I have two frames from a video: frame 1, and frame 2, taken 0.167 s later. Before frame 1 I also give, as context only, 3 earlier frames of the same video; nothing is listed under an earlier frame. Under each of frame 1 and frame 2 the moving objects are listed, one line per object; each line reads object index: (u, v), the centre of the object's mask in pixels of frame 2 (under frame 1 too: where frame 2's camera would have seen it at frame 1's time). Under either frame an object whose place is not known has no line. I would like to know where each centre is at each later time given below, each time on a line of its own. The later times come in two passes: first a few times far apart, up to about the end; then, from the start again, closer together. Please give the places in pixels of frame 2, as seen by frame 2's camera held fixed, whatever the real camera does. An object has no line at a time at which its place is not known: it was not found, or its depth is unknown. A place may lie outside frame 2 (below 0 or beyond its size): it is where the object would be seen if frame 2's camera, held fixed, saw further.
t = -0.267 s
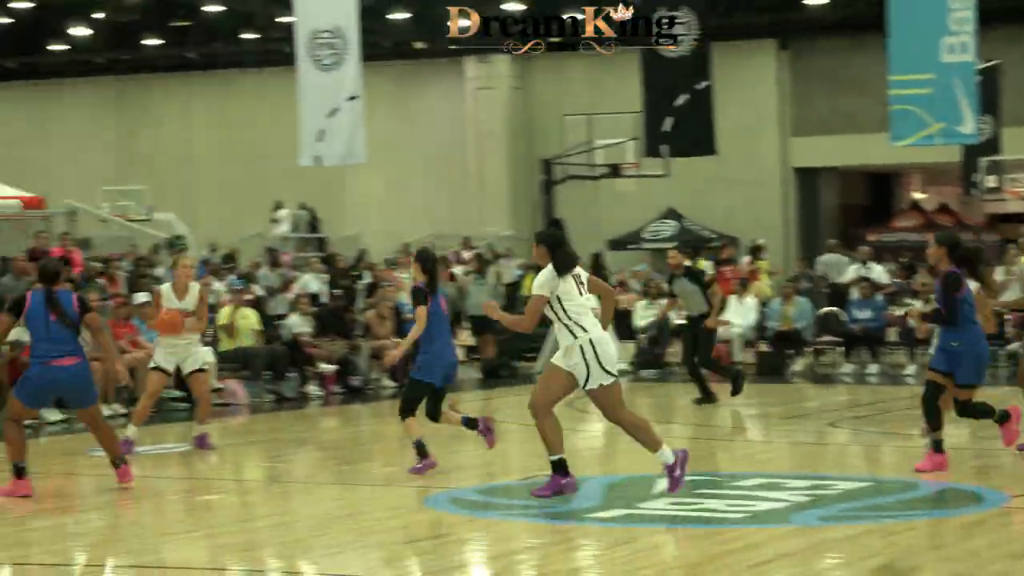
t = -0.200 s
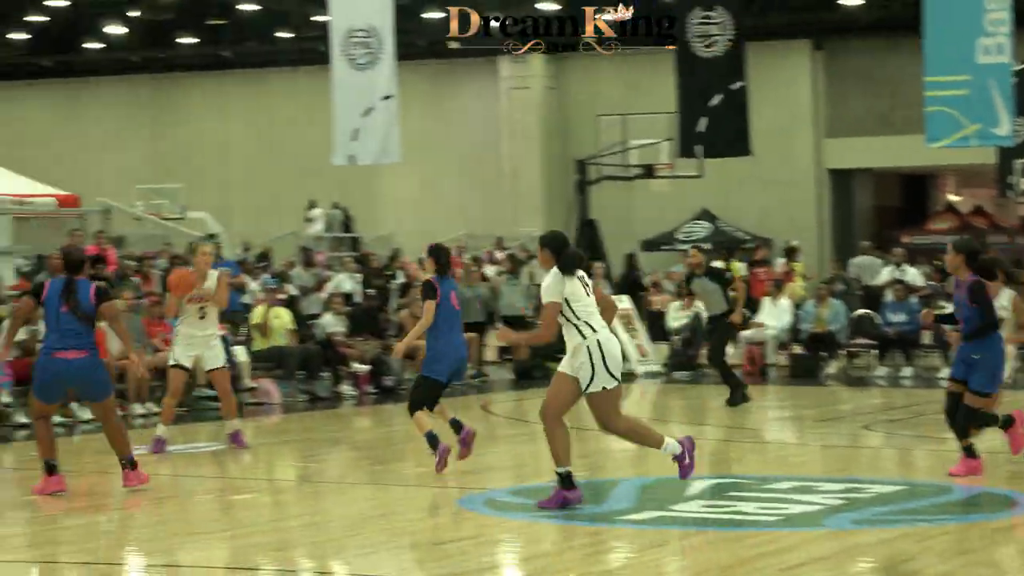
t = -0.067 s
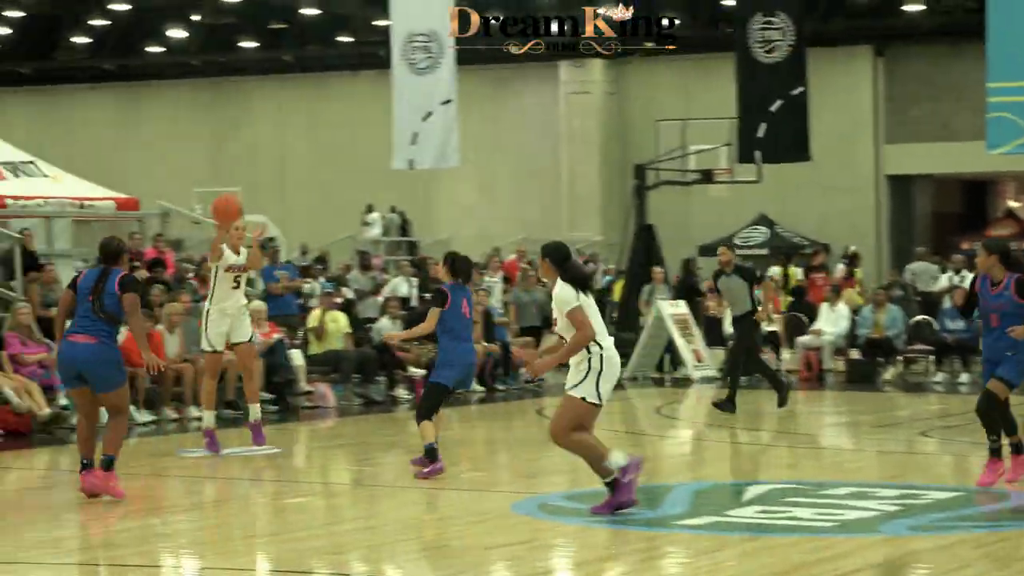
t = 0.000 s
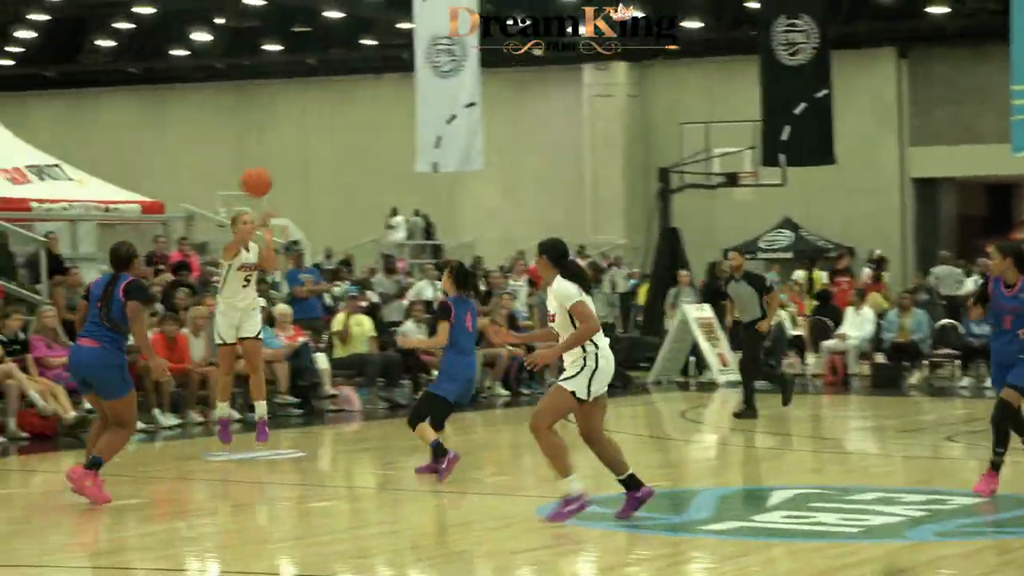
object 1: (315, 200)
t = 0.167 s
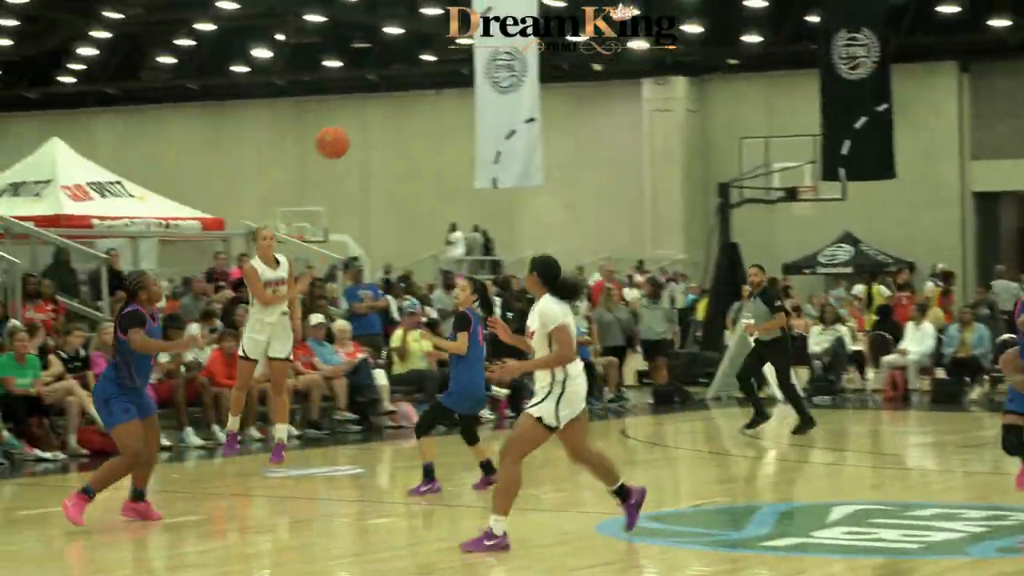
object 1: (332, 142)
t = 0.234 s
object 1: (341, 129)
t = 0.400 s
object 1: (364, 122)
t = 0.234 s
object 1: (341, 129)
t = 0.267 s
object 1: (345, 124)
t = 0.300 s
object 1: (349, 121)
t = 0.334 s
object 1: (354, 120)
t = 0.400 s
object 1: (364, 122)
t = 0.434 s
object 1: (369, 126)
